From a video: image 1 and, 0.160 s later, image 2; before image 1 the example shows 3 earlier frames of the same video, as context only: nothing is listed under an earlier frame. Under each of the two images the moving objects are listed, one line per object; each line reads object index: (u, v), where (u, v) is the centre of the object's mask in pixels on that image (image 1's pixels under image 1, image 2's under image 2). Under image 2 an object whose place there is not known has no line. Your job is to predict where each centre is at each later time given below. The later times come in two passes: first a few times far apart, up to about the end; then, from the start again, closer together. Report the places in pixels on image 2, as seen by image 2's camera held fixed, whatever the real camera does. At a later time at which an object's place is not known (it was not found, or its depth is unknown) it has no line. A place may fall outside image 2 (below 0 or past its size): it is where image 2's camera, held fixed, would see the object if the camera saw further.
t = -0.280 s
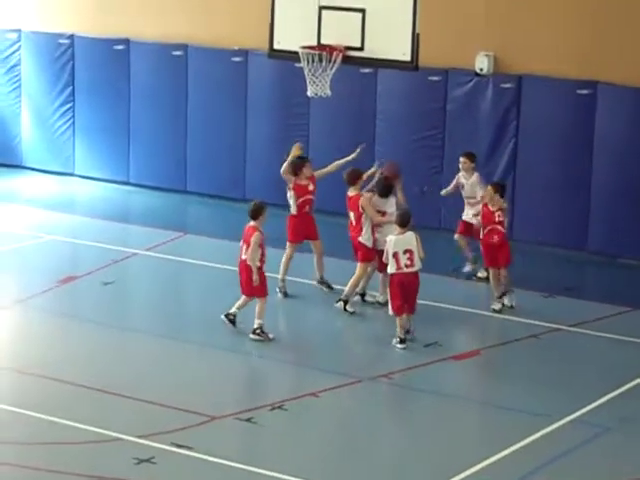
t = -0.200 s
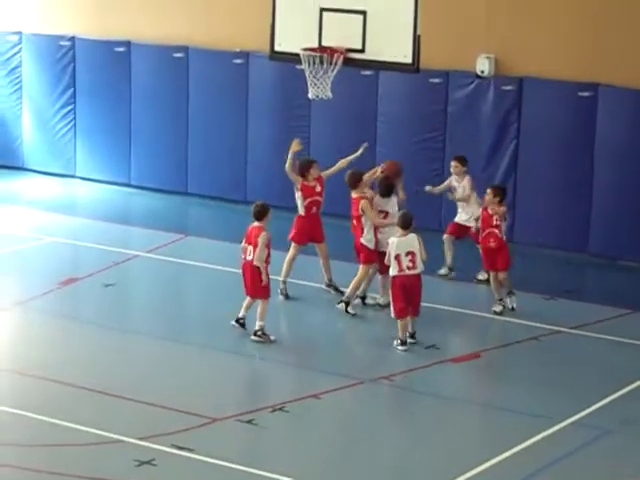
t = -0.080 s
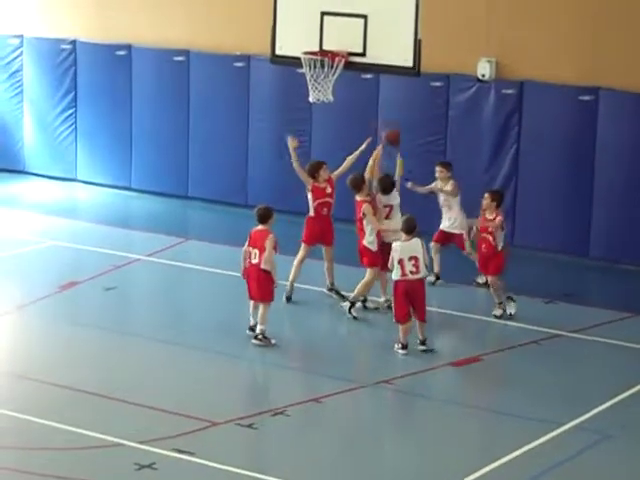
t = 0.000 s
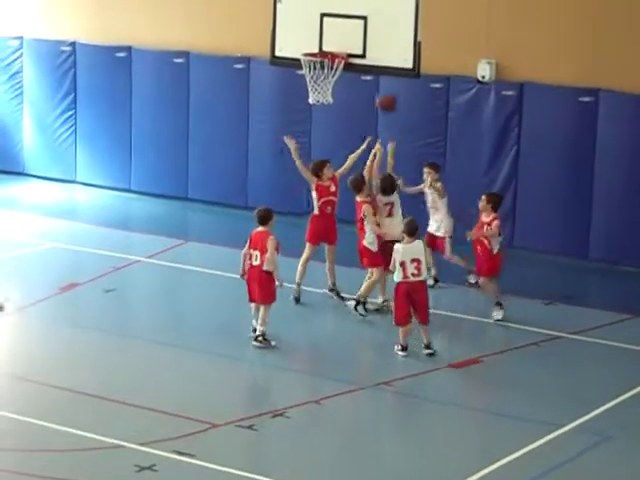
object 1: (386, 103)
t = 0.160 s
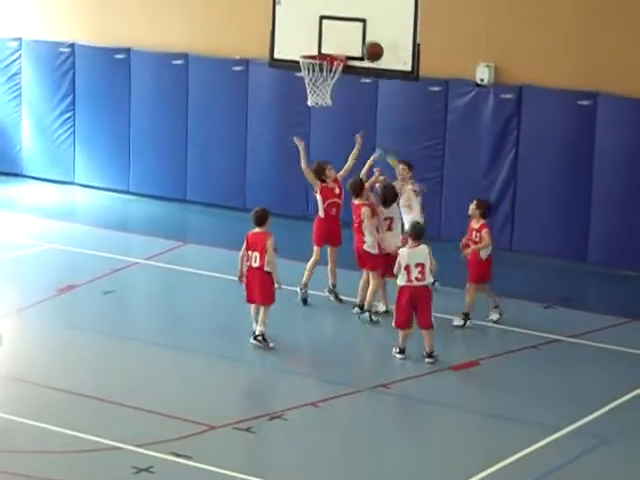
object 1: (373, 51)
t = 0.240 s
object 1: (366, 35)
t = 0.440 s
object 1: (350, 18)
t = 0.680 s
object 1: (328, 48)
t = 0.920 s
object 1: (321, 73)
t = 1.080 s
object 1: (333, 99)
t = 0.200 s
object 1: (370, 42)
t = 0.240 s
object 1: (366, 35)
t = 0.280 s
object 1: (363, 28)
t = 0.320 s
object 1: (359, 23)
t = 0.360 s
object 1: (356, 20)
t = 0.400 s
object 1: (353, 18)
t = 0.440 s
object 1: (350, 18)
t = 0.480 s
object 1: (346, 19)
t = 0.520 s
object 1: (343, 22)
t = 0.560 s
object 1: (339, 27)
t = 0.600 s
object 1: (335, 33)
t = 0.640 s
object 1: (332, 40)
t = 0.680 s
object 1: (328, 48)
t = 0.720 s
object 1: (325, 51)
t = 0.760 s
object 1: (321, 52)
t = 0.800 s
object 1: (316, 56)
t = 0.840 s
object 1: (318, 65)
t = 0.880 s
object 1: (321, 69)
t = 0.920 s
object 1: (321, 73)
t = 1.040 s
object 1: (326, 99)
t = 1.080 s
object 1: (333, 99)
